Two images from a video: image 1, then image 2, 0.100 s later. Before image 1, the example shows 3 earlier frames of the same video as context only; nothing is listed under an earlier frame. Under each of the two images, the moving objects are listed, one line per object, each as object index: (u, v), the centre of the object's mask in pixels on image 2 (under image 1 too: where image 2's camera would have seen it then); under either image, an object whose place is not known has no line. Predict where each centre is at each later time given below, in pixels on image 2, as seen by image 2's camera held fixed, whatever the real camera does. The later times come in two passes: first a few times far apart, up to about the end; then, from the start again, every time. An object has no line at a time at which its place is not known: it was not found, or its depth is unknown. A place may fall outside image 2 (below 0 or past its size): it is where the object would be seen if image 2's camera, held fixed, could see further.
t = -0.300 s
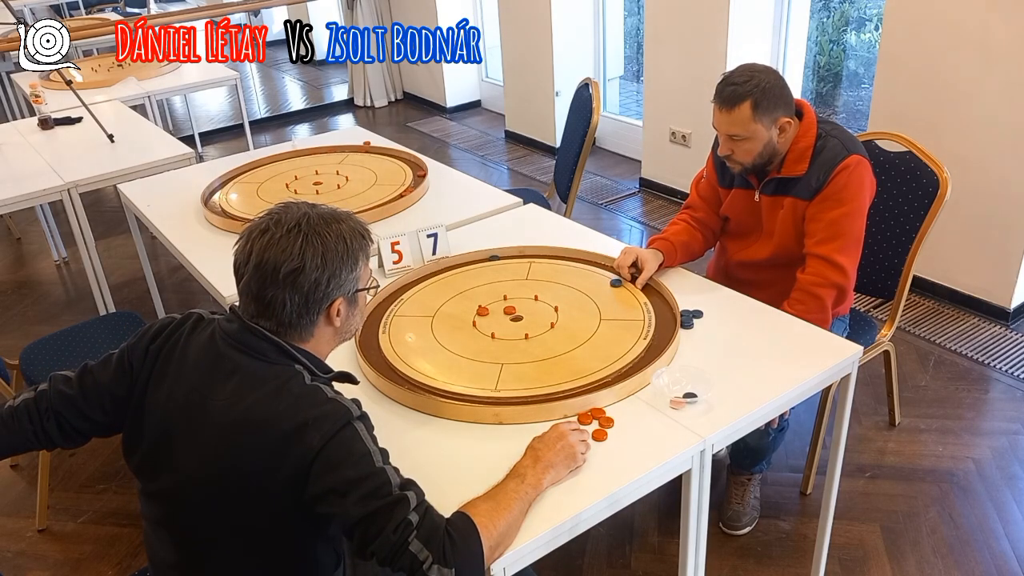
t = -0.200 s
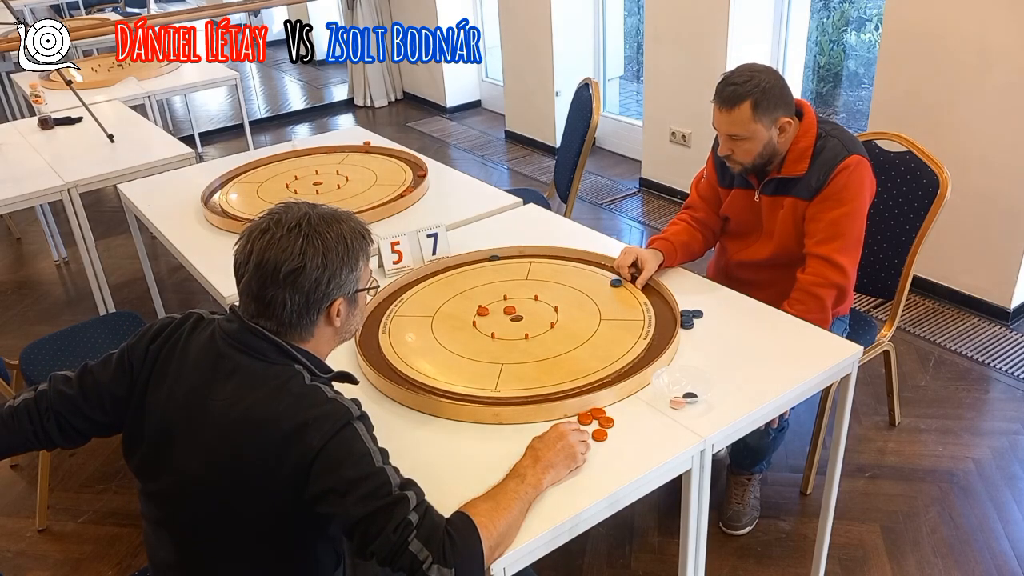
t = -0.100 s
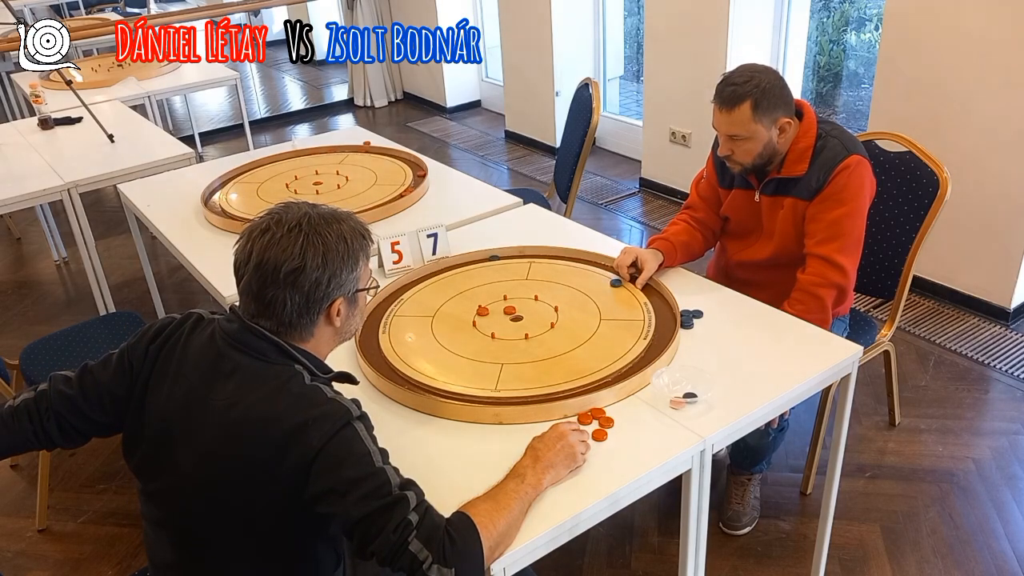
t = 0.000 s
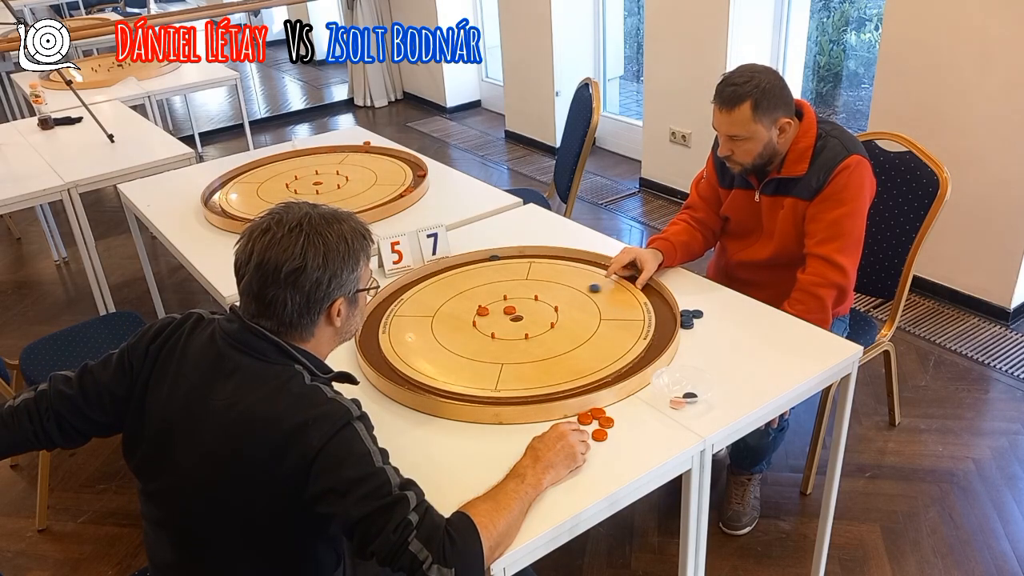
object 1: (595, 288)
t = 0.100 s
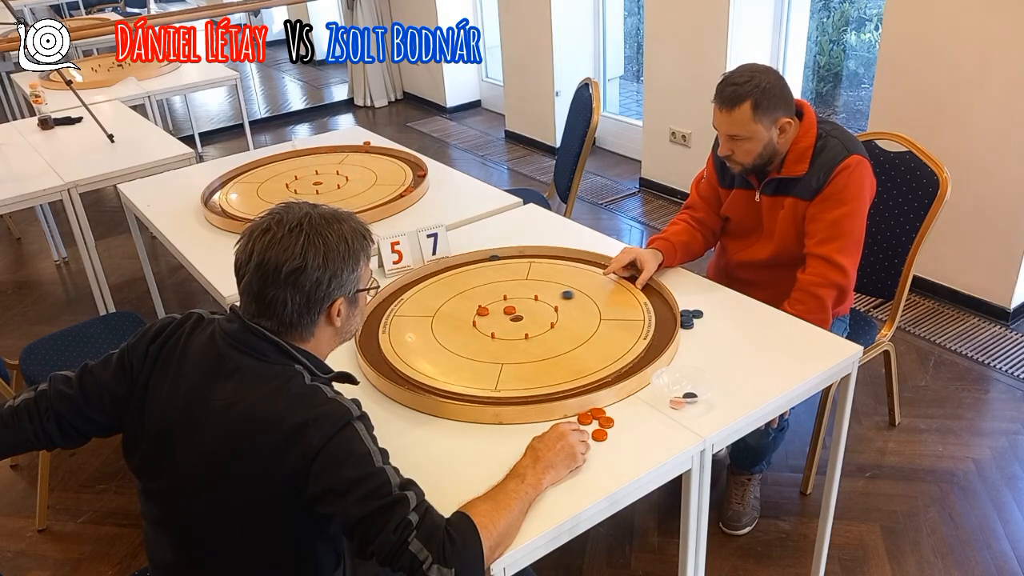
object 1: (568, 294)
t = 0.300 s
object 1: (523, 305)
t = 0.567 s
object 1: (519, 306)
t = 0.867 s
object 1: (519, 306)
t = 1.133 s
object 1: (519, 306)
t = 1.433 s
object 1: (519, 306)
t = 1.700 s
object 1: (519, 306)
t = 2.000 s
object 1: (519, 306)
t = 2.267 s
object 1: (519, 306)
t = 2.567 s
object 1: (519, 306)
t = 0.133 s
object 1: (559, 296)
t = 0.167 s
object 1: (551, 298)
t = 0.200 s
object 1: (544, 300)
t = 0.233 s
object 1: (536, 302)
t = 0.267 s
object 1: (530, 304)
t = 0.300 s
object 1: (523, 305)
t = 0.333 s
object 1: (520, 306)
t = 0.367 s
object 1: (519, 306)
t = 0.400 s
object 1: (519, 306)
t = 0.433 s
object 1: (519, 306)
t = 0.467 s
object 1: (519, 306)
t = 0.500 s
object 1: (519, 306)
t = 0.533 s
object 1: (519, 306)
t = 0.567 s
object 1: (519, 306)
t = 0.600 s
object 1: (519, 306)
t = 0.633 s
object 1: (519, 306)
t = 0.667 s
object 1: (519, 306)
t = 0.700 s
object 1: (519, 306)
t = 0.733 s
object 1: (519, 306)
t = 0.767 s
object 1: (519, 306)
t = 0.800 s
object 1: (519, 306)
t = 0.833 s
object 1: (519, 306)
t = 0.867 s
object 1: (519, 306)
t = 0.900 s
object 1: (519, 306)
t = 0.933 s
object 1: (519, 306)
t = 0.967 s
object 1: (519, 306)
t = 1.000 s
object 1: (519, 306)
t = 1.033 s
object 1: (519, 306)
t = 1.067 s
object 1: (519, 306)
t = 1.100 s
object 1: (519, 306)
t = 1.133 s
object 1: (519, 306)
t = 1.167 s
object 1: (519, 306)
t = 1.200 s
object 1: (519, 306)
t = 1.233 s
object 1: (519, 306)
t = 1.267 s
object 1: (519, 306)
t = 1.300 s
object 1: (519, 306)
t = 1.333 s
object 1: (519, 306)
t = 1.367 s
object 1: (519, 306)
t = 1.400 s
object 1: (519, 306)
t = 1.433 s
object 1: (519, 306)
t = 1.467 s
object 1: (519, 306)
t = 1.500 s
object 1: (519, 306)
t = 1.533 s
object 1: (519, 306)
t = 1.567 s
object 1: (519, 306)
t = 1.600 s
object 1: (519, 306)
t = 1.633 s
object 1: (519, 306)
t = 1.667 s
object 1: (519, 306)
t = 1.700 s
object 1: (519, 306)
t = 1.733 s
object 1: (519, 306)
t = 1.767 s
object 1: (519, 306)
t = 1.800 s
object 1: (519, 306)
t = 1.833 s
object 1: (519, 306)
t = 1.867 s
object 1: (519, 306)
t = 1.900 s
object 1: (519, 306)
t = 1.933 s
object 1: (519, 306)
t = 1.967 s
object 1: (519, 306)
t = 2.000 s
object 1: (519, 306)
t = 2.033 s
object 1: (519, 306)
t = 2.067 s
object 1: (519, 306)
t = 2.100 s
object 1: (519, 306)
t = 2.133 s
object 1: (519, 306)
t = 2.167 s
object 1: (519, 306)
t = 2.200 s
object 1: (519, 306)
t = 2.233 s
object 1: (519, 306)
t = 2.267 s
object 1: (519, 306)
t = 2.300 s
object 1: (519, 306)
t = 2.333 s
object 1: (519, 306)
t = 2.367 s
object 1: (519, 306)
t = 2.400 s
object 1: (519, 306)
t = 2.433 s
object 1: (519, 306)
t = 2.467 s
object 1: (519, 306)
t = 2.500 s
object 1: (519, 306)
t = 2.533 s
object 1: (519, 306)
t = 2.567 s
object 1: (519, 306)
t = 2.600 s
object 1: (519, 306)
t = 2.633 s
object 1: (519, 306)
